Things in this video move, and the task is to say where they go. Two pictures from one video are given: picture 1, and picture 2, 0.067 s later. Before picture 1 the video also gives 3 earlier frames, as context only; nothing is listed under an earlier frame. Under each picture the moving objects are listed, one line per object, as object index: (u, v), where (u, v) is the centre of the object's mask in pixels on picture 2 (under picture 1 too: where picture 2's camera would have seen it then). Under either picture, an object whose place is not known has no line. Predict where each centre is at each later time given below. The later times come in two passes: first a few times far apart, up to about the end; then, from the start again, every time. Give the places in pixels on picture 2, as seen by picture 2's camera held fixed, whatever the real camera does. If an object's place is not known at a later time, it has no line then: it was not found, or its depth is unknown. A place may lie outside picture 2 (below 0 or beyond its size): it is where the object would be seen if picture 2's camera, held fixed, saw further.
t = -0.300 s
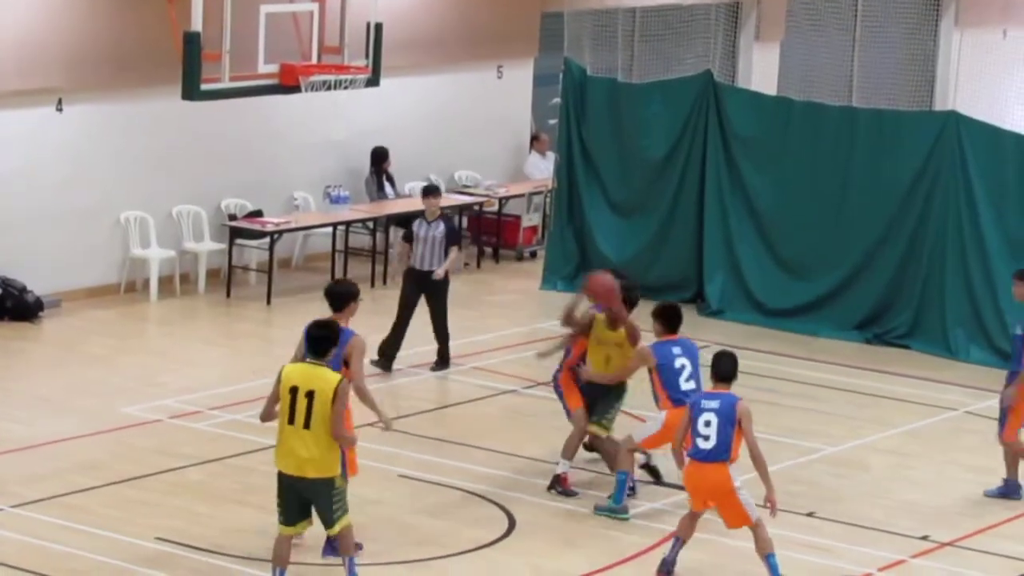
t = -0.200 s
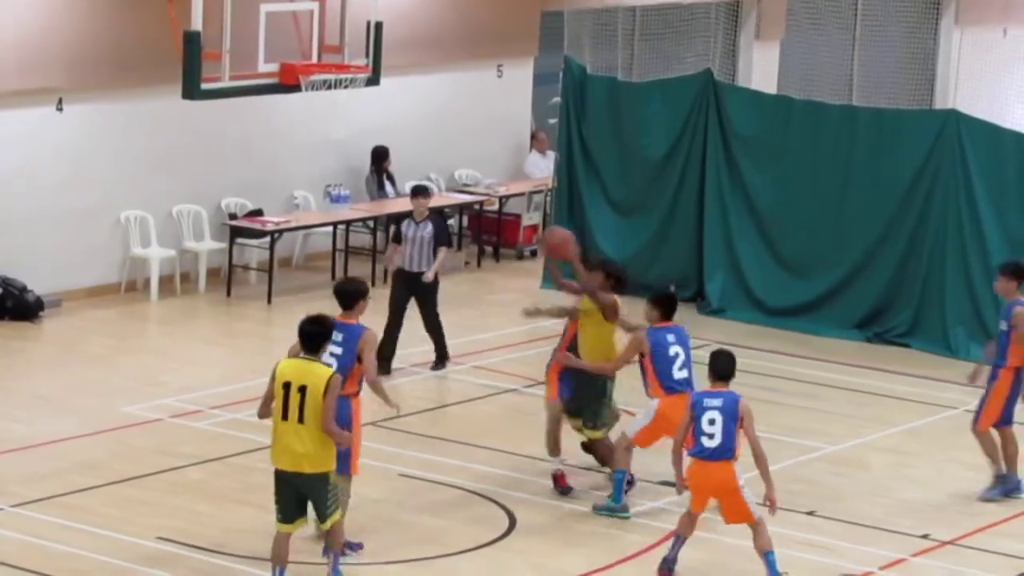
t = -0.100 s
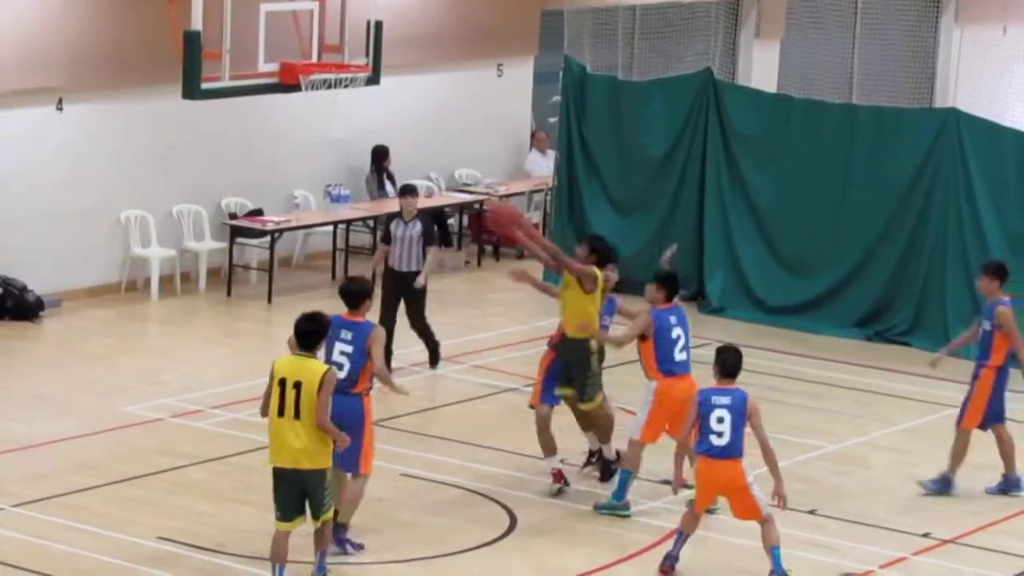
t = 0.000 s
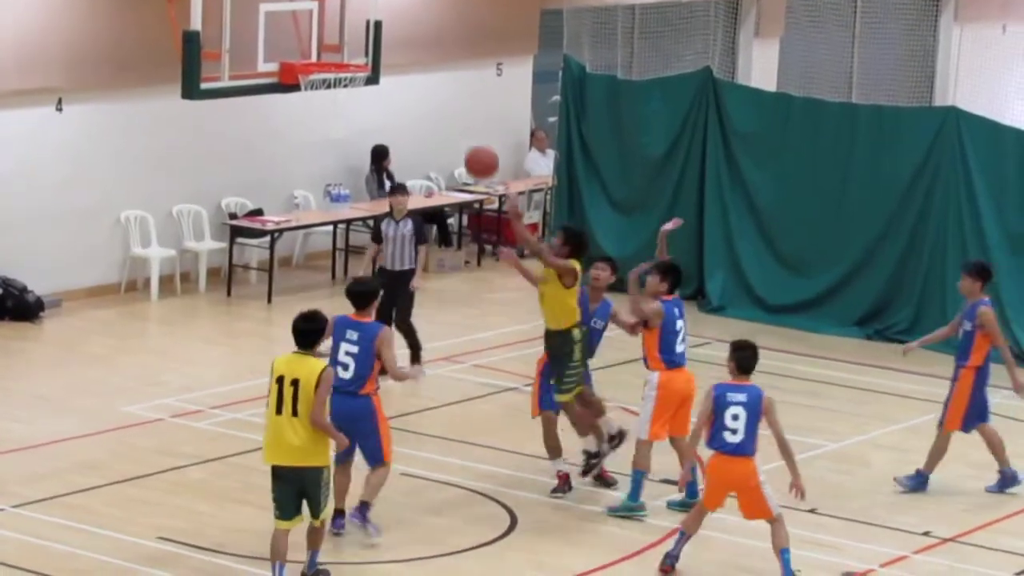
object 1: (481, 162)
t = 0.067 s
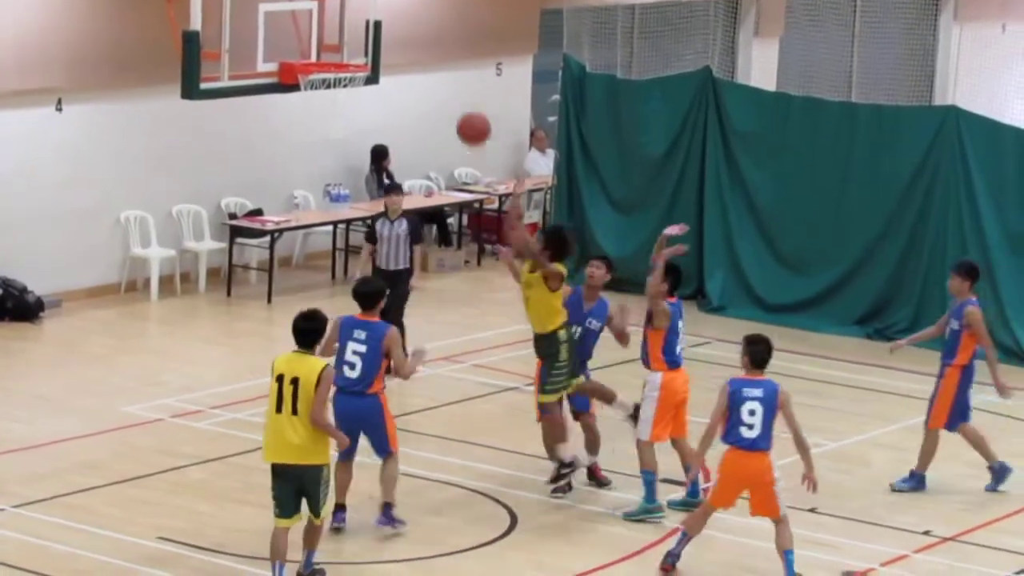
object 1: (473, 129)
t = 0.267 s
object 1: (447, 63)
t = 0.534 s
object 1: (410, 62)
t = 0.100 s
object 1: (469, 114)
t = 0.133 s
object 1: (465, 100)
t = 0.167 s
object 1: (461, 89)
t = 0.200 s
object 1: (457, 79)
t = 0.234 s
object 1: (452, 70)
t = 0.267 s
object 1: (447, 63)
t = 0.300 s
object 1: (443, 58)
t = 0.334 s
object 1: (439, 54)
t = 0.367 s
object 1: (434, 51)
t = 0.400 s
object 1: (430, 50)
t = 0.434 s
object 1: (425, 50)
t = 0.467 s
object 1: (420, 53)
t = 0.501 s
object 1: (415, 56)
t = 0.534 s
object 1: (410, 62)
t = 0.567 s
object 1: (405, 69)
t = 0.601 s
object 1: (400, 77)
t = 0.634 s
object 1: (396, 88)
